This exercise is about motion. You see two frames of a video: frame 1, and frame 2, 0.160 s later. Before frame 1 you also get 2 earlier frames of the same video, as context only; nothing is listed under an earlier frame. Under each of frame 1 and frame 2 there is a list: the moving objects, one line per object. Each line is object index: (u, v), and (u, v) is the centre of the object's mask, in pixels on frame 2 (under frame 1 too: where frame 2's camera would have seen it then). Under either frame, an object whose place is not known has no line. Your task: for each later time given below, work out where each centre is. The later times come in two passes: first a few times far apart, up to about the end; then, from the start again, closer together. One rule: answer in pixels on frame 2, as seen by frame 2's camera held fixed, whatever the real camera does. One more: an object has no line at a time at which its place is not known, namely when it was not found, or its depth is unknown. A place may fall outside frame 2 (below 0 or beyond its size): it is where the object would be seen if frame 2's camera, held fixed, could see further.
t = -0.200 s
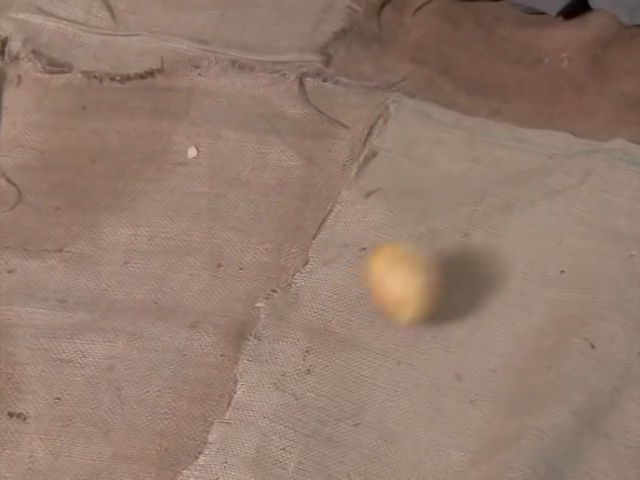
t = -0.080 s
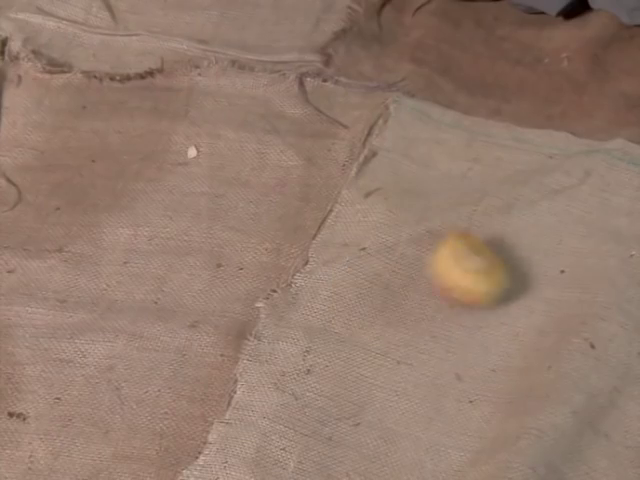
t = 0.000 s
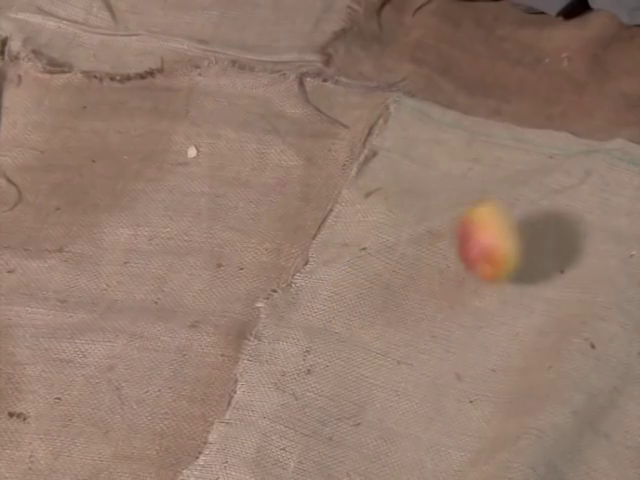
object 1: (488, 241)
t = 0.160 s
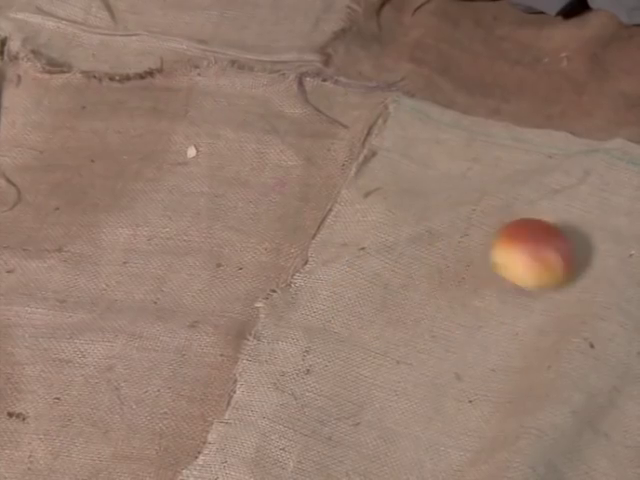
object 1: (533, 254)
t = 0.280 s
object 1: (542, 260)
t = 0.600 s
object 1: (523, 263)
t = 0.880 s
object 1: (522, 263)
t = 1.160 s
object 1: (522, 262)
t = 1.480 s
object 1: (522, 263)
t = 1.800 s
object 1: (522, 262)
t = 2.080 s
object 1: (522, 262)
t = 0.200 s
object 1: (540, 256)
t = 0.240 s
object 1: (542, 258)
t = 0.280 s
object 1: (542, 260)
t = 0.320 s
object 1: (539, 262)
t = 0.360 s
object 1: (531, 264)
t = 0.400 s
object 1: (521, 263)
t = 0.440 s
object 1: (519, 256)
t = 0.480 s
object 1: (523, 252)
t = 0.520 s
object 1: (527, 254)
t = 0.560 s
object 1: (527, 260)
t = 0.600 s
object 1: (523, 263)
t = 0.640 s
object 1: (521, 260)
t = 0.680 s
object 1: (522, 260)
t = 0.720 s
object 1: (525, 262)
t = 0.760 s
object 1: (523, 262)
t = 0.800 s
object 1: (522, 262)
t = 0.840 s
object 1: (523, 262)
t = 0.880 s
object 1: (522, 263)
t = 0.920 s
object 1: (523, 263)
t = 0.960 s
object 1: (522, 263)
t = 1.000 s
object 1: (522, 263)
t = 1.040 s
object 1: (522, 263)
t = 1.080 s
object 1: (522, 263)
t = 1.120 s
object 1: (522, 263)
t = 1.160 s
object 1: (522, 262)
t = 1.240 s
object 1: (522, 263)
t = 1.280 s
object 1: (522, 262)
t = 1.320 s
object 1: (522, 262)
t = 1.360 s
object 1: (522, 262)
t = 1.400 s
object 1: (522, 262)
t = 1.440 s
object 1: (522, 262)
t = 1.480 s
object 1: (522, 263)
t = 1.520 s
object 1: (522, 262)
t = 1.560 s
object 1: (522, 262)
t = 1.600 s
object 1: (522, 262)
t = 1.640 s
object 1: (522, 262)
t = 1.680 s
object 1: (522, 262)
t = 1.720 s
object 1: (522, 262)
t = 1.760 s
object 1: (522, 262)
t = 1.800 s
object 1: (522, 262)
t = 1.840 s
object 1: (522, 262)
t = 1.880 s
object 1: (522, 262)
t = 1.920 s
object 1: (522, 262)
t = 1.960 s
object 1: (522, 262)
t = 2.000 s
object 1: (522, 262)
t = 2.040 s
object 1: (522, 262)
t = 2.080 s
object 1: (522, 262)
